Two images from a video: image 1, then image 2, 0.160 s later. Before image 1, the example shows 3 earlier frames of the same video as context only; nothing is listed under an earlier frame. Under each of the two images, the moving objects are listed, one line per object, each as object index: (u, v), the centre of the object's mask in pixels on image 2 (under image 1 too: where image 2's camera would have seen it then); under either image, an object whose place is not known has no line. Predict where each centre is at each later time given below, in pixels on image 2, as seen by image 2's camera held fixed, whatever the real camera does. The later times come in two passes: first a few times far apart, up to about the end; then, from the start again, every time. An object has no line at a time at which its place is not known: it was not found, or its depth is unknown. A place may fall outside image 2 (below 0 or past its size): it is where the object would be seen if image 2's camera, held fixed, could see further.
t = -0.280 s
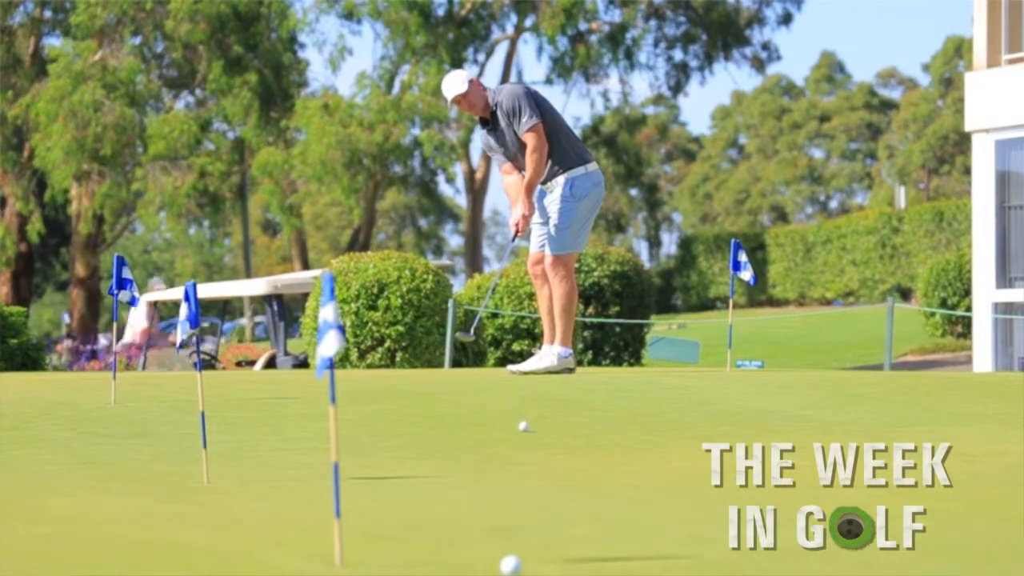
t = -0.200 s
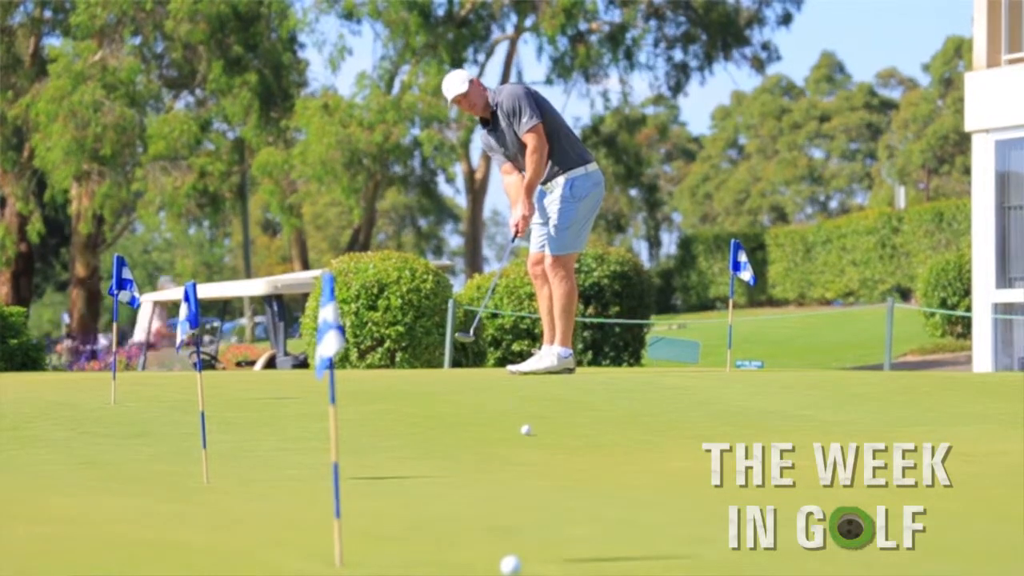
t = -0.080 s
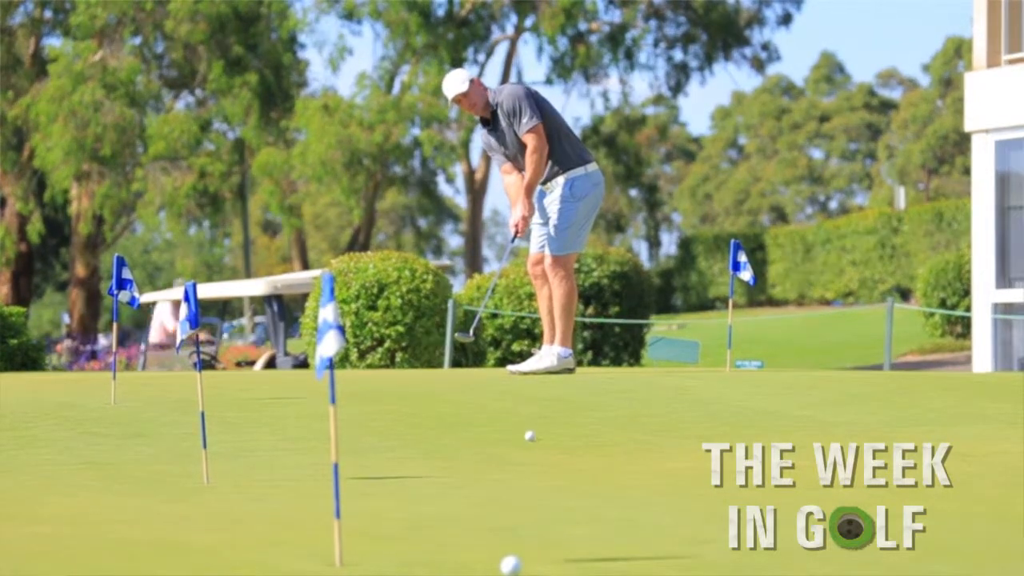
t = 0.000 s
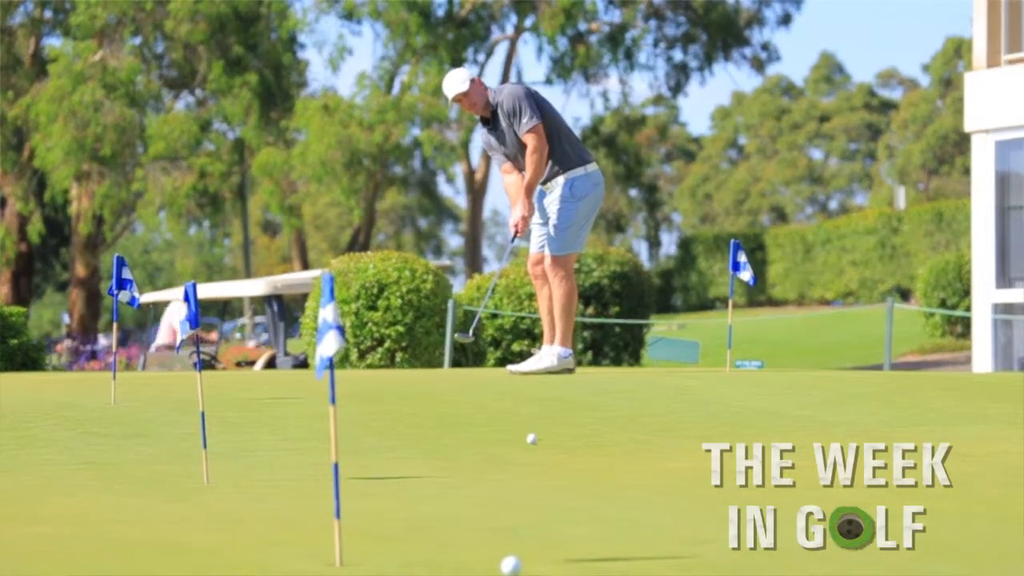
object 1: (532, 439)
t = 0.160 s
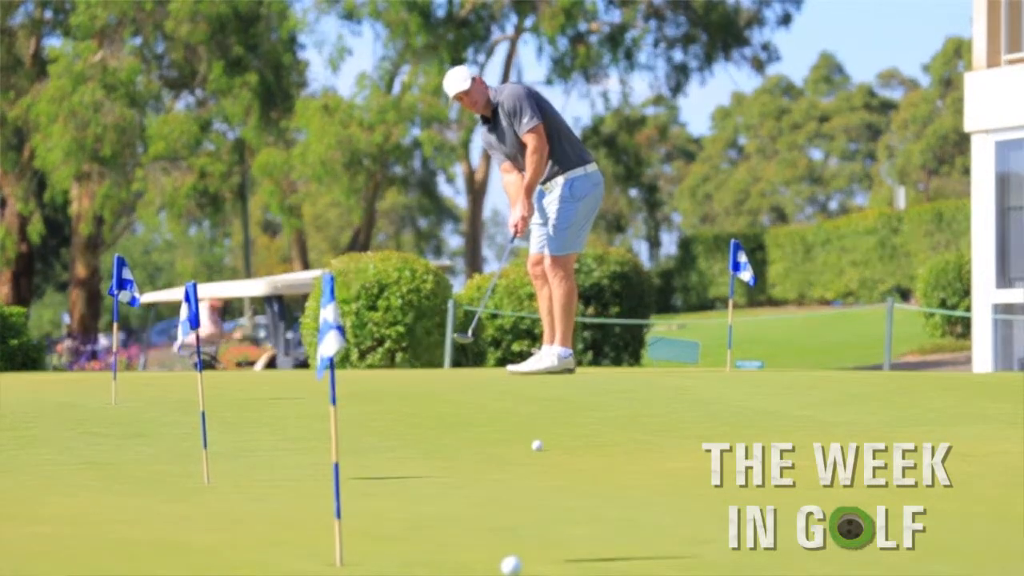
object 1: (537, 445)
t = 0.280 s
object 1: (540, 450)
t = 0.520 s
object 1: (546, 458)
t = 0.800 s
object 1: (552, 467)
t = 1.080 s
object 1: (558, 476)
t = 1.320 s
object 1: (562, 482)
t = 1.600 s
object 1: (563, 489)
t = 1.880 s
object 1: (563, 498)
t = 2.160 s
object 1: (558, 505)
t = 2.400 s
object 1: (549, 512)
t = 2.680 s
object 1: (535, 520)
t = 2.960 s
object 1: (519, 528)
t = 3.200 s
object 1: (503, 534)
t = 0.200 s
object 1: (537, 446)
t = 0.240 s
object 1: (539, 448)
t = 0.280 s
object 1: (540, 450)
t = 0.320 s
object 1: (541, 451)
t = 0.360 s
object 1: (543, 452)
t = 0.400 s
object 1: (543, 454)
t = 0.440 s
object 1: (545, 456)
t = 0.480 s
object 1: (546, 457)
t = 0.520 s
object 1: (546, 458)
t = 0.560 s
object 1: (547, 460)
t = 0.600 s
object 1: (548, 460)
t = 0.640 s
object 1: (549, 462)
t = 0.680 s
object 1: (550, 463)
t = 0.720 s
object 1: (551, 465)
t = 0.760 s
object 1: (552, 466)
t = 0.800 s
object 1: (552, 467)
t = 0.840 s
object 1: (553, 469)
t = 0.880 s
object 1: (554, 470)
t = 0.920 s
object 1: (554, 471)
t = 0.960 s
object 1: (555, 472)
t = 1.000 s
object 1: (556, 474)
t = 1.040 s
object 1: (557, 475)
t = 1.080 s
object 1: (558, 476)
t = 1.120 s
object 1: (558, 477)
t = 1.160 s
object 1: (559, 478)
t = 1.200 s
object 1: (559, 479)
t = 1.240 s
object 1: (560, 480)
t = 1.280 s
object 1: (561, 482)
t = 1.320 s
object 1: (562, 482)
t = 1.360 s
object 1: (562, 483)
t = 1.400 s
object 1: (562, 485)
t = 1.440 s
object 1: (562, 485)
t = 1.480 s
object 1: (563, 487)
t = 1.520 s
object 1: (563, 488)
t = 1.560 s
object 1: (563, 489)
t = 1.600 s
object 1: (563, 489)
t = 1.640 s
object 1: (563, 491)
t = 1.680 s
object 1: (563, 493)
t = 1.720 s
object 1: (563, 494)
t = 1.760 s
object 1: (563, 494)
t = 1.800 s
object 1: (563, 495)
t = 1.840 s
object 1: (563, 496)
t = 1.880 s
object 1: (563, 498)
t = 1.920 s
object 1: (563, 499)
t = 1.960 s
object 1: (562, 500)
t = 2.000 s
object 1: (561, 501)
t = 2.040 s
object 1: (560, 502)
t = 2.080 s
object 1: (560, 503)
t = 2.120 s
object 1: (559, 504)
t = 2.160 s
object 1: (558, 505)
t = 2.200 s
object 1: (556, 506)
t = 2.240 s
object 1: (555, 507)
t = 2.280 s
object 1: (554, 508)
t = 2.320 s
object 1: (552, 509)
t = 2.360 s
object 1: (551, 510)
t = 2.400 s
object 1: (549, 512)
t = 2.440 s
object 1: (547, 513)
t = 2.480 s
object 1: (546, 514)
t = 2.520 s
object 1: (543, 515)
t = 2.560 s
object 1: (541, 516)
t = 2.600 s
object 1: (539, 517)
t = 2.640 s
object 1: (538, 518)
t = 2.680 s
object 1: (535, 520)
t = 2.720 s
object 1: (533, 521)
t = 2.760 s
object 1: (531, 522)
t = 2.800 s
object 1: (528, 523)
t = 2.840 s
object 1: (526, 524)
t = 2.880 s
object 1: (524, 526)
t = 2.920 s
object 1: (522, 526)
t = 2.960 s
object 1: (519, 528)
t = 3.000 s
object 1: (516, 529)
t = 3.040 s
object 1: (514, 529)
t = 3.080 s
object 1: (511, 531)
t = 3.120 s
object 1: (509, 531)
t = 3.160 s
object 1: (506, 533)
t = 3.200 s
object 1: (503, 534)
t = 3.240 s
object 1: (500, 535)
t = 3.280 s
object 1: (496, 536)
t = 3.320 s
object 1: (494, 537)
